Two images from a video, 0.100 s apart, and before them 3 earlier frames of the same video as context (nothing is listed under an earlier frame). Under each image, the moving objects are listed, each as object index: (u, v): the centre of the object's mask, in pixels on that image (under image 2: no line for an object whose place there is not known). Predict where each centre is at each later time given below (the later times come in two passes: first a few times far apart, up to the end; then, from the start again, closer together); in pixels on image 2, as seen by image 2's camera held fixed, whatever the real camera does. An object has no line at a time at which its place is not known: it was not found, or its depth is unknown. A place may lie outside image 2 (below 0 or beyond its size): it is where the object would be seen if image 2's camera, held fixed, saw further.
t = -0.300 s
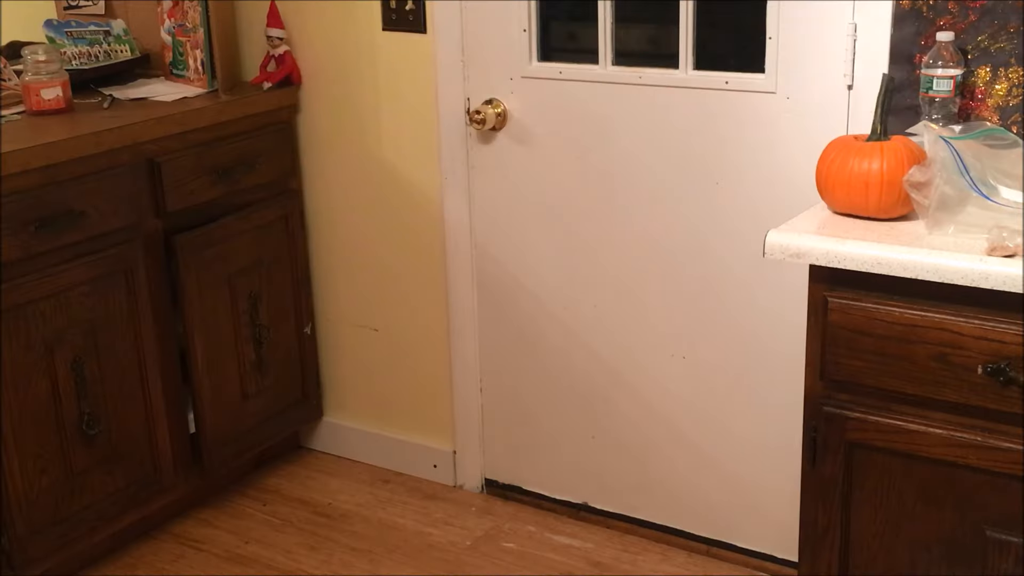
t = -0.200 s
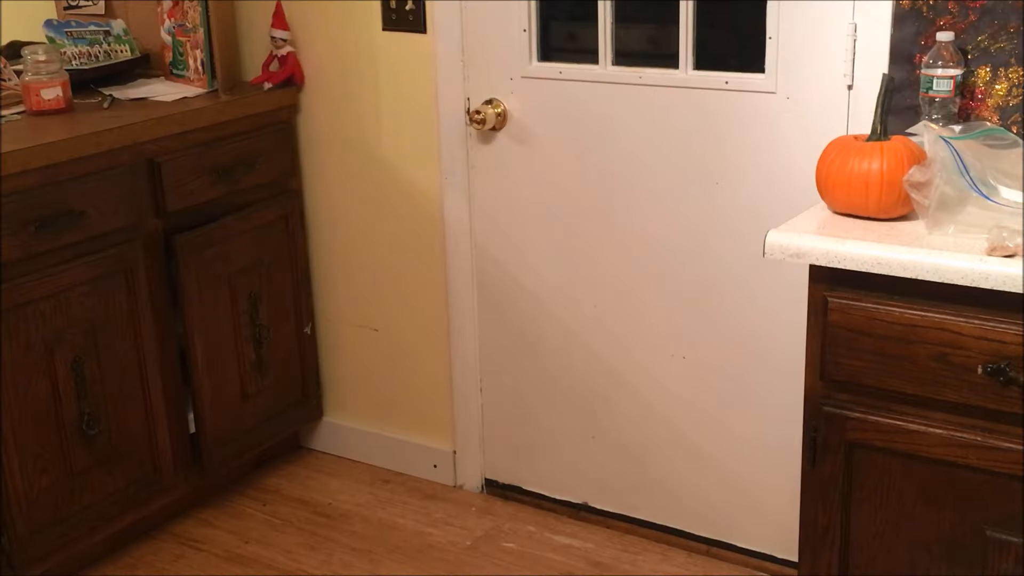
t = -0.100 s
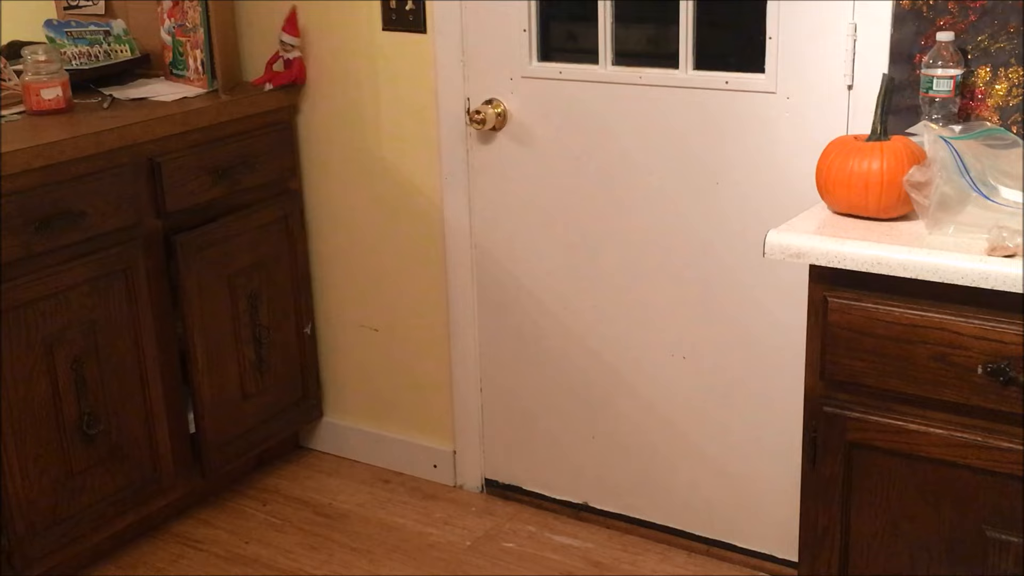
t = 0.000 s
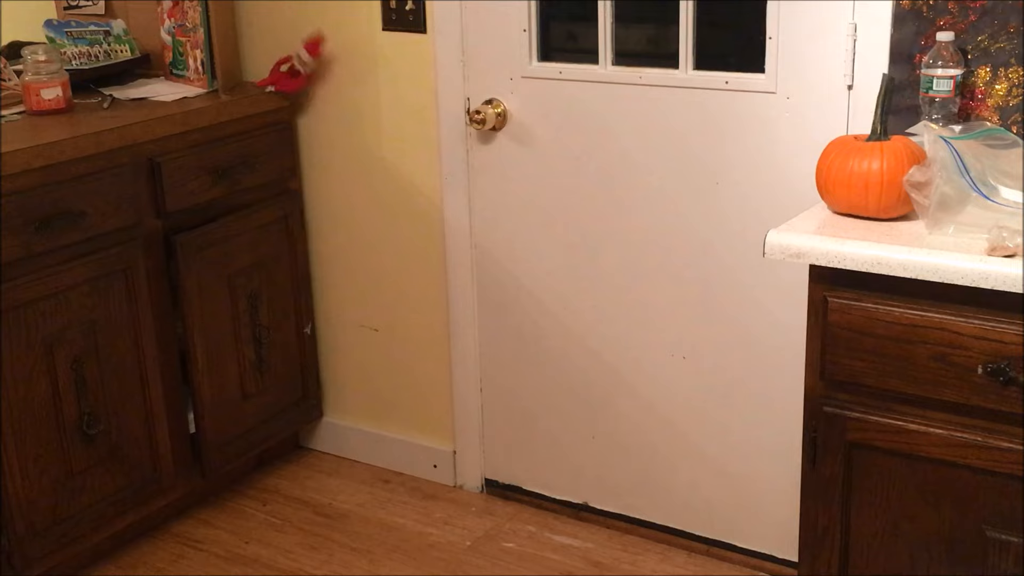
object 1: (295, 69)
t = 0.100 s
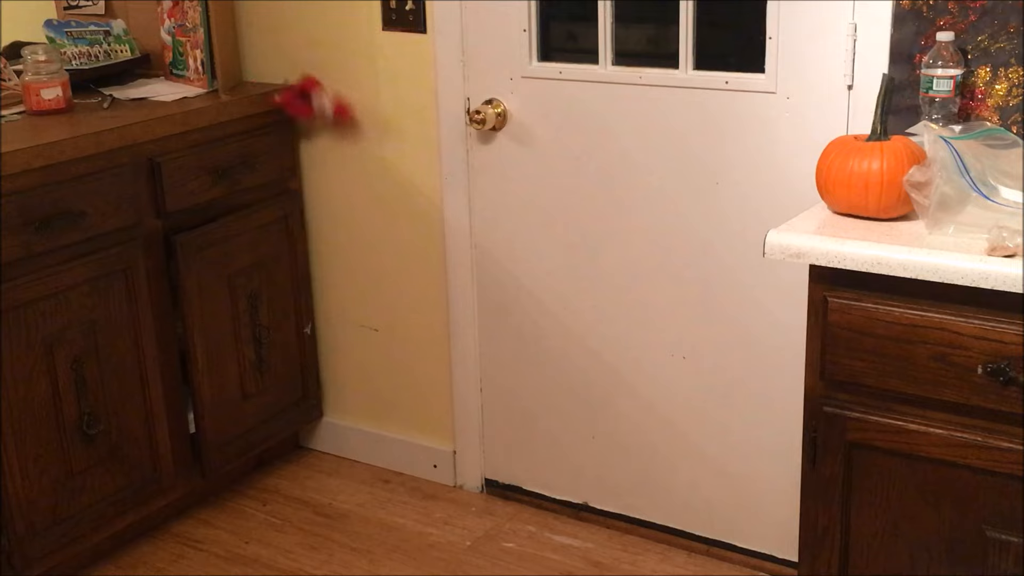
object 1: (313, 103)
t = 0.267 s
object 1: (348, 247)
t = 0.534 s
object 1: (381, 457)
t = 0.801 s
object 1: (385, 473)
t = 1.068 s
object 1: (390, 472)
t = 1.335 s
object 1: (401, 471)
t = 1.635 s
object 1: (402, 471)
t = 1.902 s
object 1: (402, 471)
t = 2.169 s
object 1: (402, 471)
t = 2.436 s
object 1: (402, 471)
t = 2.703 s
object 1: (402, 471)
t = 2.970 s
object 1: (401, 471)
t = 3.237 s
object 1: (401, 471)
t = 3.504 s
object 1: (401, 471)
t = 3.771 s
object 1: (401, 471)
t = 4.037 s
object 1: (401, 471)
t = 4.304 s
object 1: (402, 471)
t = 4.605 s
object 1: (402, 471)
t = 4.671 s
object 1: (402, 471)
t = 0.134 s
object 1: (319, 123)
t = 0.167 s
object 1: (325, 148)
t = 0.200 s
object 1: (336, 179)
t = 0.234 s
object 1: (342, 211)
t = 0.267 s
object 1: (348, 247)
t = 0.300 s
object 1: (355, 284)
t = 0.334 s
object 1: (364, 330)
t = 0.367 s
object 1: (373, 385)
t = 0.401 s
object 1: (382, 435)
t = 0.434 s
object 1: (381, 466)
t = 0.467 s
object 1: (380, 463)
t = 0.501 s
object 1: (382, 458)
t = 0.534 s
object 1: (381, 457)
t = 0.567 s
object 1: (381, 459)
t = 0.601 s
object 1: (382, 466)
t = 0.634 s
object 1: (383, 472)
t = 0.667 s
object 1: (384, 473)
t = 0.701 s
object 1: (385, 473)
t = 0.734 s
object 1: (385, 473)
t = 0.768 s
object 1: (385, 473)
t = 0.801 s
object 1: (385, 473)
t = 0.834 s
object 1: (386, 473)
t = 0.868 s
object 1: (386, 473)
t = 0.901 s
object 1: (387, 473)
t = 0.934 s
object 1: (387, 473)
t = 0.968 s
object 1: (388, 472)
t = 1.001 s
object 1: (388, 472)
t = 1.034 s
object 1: (389, 472)
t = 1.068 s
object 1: (390, 472)
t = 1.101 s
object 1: (391, 472)
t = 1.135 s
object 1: (393, 472)
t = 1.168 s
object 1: (395, 471)
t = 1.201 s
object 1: (398, 471)
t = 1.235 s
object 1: (400, 471)
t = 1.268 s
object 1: (402, 471)
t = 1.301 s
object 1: (401, 471)
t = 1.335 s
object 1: (401, 471)
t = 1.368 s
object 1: (401, 471)
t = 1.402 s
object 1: (401, 471)
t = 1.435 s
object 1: (401, 471)
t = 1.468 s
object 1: (401, 471)
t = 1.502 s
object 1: (401, 471)
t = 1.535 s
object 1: (401, 471)
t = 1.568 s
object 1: (401, 471)
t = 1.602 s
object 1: (402, 471)
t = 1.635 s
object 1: (402, 471)
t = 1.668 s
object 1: (402, 471)
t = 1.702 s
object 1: (402, 471)
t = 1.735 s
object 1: (402, 471)
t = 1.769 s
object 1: (402, 471)
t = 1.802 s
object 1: (402, 471)
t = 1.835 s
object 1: (402, 471)
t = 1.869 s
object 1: (402, 471)
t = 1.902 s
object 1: (402, 471)
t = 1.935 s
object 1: (402, 471)
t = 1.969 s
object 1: (402, 471)
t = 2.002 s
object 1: (402, 471)
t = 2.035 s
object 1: (402, 471)
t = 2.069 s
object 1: (402, 471)
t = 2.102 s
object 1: (402, 471)
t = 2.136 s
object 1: (402, 471)
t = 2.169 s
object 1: (402, 471)
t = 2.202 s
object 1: (402, 471)
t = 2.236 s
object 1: (402, 471)
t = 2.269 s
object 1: (402, 471)
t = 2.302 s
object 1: (402, 471)
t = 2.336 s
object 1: (402, 471)
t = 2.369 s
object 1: (402, 471)
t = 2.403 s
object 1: (402, 471)
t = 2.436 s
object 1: (402, 471)
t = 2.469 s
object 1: (402, 471)
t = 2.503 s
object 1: (402, 471)
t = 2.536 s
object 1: (402, 471)
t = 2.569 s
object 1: (402, 471)
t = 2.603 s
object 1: (402, 471)
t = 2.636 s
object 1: (402, 471)
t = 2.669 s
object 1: (402, 471)
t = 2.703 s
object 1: (402, 471)
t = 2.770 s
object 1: (401, 471)
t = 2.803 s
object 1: (402, 471)
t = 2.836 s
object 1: (401, 471)
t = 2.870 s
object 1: (402, 471)
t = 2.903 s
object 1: (401, 471)
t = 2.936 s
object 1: (401, 471)
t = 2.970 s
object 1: (401, 471)
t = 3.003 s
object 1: (401, 471)
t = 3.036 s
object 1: (401, 471)
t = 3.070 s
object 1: (401, 471)
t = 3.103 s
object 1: (401, 471)
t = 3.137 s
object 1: (401, 471)
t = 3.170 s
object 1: (401, 471)
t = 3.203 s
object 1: (402, 471)
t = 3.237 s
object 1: (401, 471)
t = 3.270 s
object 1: (402, 471)
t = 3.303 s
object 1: (401, 471)
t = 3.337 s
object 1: (401, 471)
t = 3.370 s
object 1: (401, 471)
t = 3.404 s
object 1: (401, 471)
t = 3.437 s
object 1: (401, 471)
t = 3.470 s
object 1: (401, 471)
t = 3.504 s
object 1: (401, 471)
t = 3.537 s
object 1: (401, 471)
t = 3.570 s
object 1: (401, 471)
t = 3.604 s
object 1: (401, 471)
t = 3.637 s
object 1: (401, 471)
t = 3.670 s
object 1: (401, 471)
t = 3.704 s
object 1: (401, 471)
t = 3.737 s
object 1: (401, 471)
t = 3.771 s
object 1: (401, 471)
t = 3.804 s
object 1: (401, 471)
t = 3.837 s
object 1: (401, 471)
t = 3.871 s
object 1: (401, 471)
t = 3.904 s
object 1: (401, 471)
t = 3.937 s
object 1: (401, 471)
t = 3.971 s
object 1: (401, 471)
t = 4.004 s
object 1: (401, 471)
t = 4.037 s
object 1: (401, 471)
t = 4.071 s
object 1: (401, 471)
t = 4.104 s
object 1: (401, 471)
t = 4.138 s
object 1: (401, 471)
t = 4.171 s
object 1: (401, 471)
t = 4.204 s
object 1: (401, 471)
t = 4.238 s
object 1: (401, 471)
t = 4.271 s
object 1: (401, 471)
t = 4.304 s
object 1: (402, 471)
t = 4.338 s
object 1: (402, 471)
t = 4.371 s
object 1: (402, 471)
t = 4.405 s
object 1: (402, 471)
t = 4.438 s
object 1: (402, 471)
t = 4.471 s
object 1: (402, 471)
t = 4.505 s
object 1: (402, 471)
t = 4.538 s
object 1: (402, 471)
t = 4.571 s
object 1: (402, 471)
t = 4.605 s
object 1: (402, 471)
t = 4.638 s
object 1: (402, 471)
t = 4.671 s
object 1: (402, 471)
